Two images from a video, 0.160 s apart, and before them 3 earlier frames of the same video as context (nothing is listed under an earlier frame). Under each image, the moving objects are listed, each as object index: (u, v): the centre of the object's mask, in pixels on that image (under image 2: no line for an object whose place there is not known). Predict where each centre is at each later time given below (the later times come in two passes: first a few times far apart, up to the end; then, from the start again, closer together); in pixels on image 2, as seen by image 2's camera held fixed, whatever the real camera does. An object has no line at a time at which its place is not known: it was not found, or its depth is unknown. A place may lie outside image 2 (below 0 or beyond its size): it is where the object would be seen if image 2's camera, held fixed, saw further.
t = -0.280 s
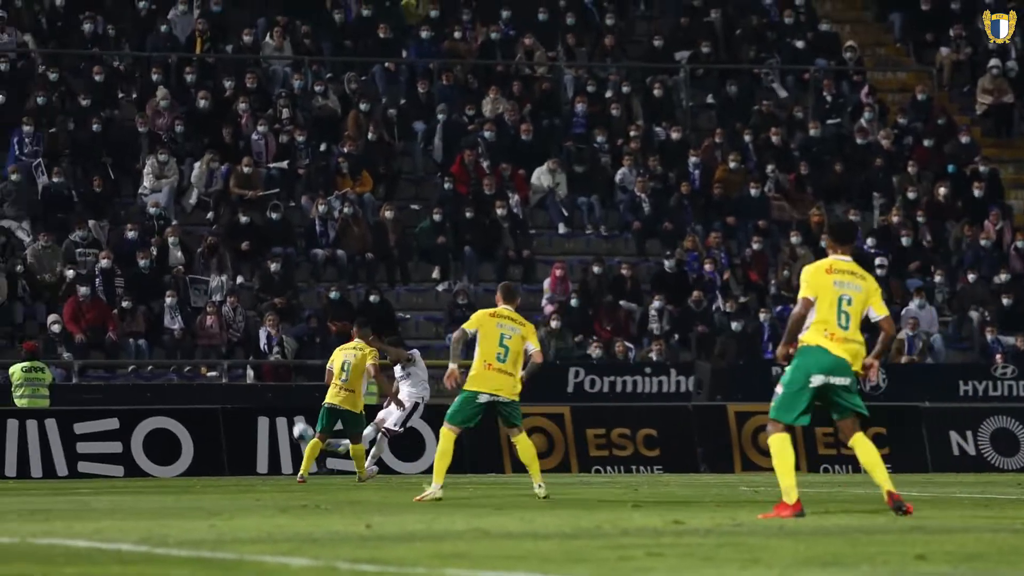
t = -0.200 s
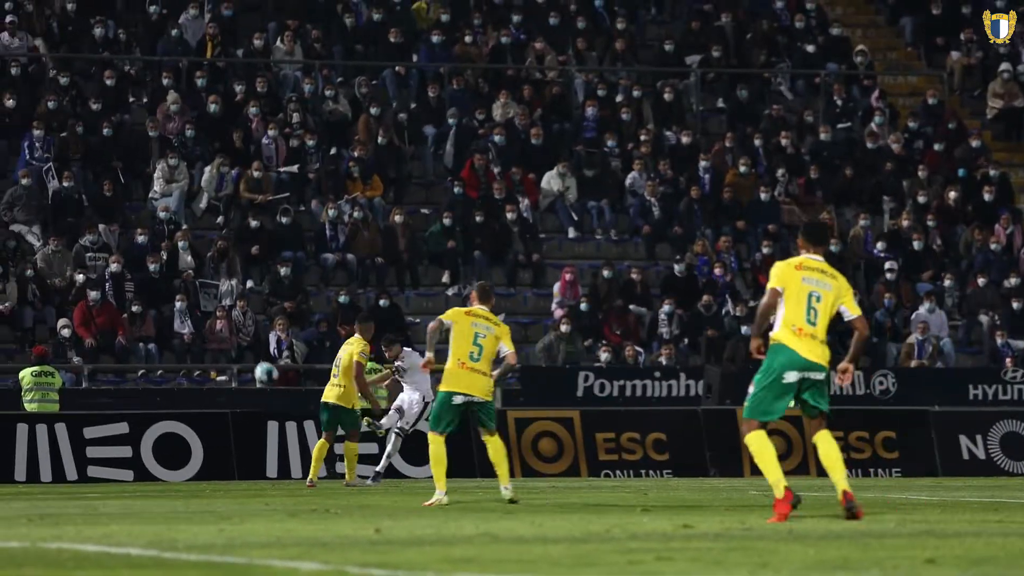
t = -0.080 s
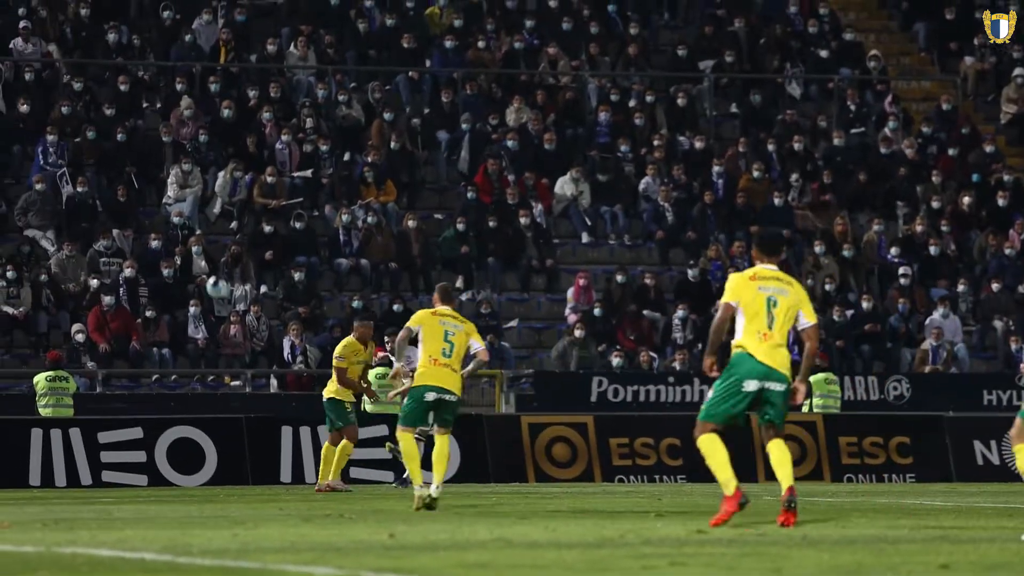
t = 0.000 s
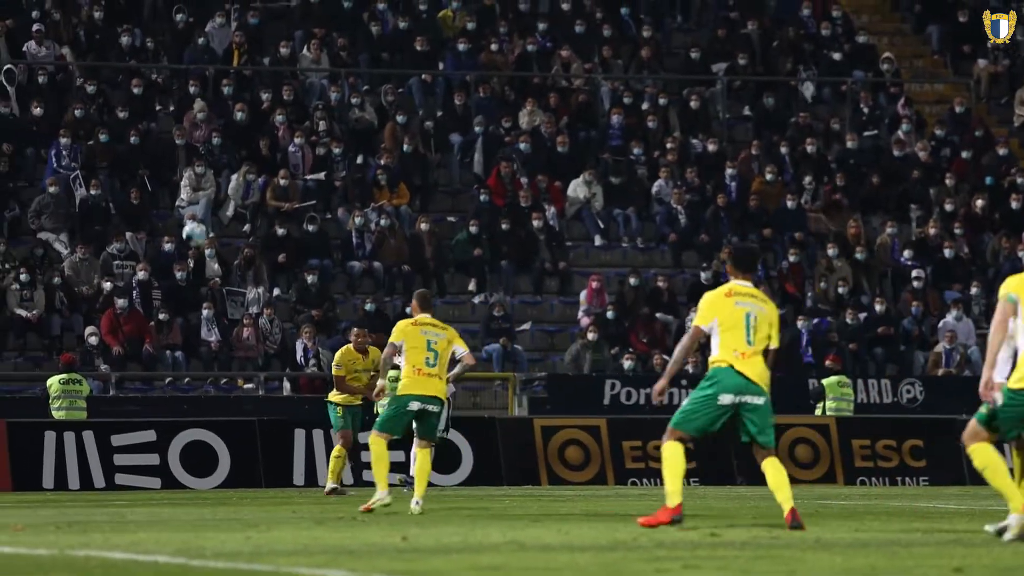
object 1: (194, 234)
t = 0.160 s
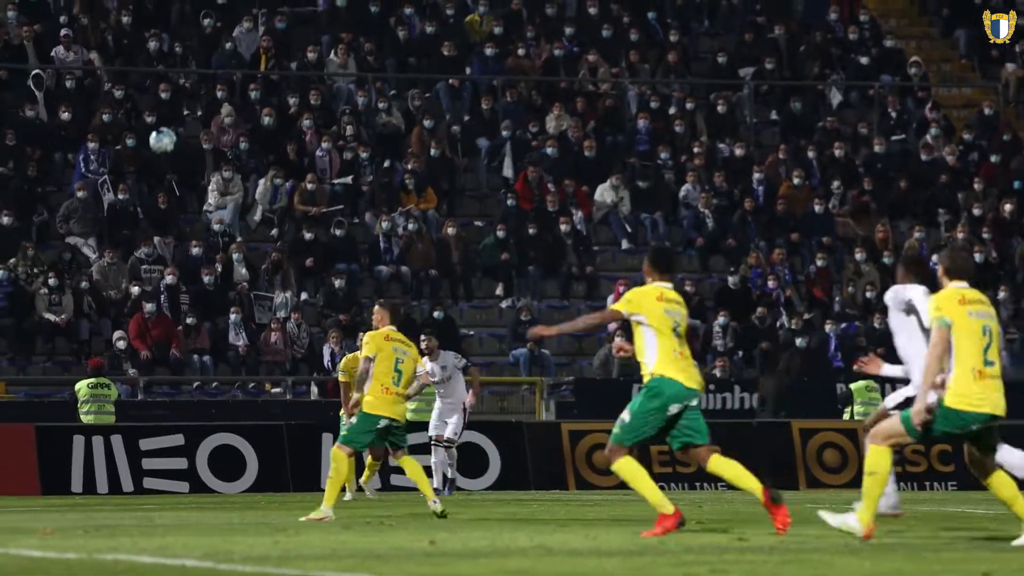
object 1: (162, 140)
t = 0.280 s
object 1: (129, 77)
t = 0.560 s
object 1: (100, 0)
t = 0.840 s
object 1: (149, 49)
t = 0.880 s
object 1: (165, 69)
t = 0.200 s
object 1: (151, 118)
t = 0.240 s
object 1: (139, 97)
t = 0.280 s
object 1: (129, 77)
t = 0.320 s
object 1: (122, 59)
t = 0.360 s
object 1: (114, 45)
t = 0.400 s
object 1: (108, 31)
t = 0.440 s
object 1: (103, 21)
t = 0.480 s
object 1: (101, 12)
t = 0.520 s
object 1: (99, 6)
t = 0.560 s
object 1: (100, 0)
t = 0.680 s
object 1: (110, 3)
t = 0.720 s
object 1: (116, 8)
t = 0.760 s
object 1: (125, 18)
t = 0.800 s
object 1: (137, 32)
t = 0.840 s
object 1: (149, 49)
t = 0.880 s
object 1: (165, 69)
